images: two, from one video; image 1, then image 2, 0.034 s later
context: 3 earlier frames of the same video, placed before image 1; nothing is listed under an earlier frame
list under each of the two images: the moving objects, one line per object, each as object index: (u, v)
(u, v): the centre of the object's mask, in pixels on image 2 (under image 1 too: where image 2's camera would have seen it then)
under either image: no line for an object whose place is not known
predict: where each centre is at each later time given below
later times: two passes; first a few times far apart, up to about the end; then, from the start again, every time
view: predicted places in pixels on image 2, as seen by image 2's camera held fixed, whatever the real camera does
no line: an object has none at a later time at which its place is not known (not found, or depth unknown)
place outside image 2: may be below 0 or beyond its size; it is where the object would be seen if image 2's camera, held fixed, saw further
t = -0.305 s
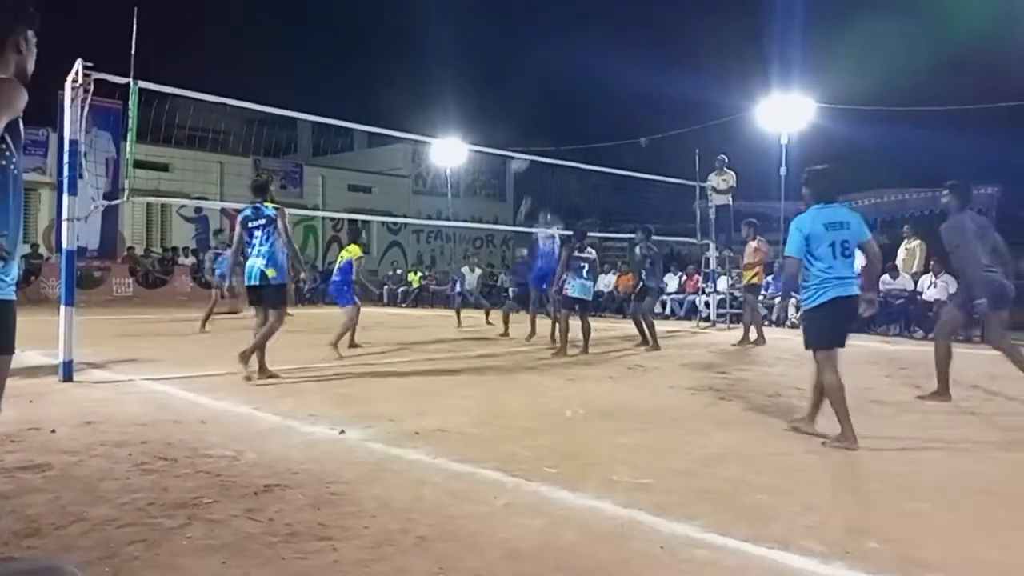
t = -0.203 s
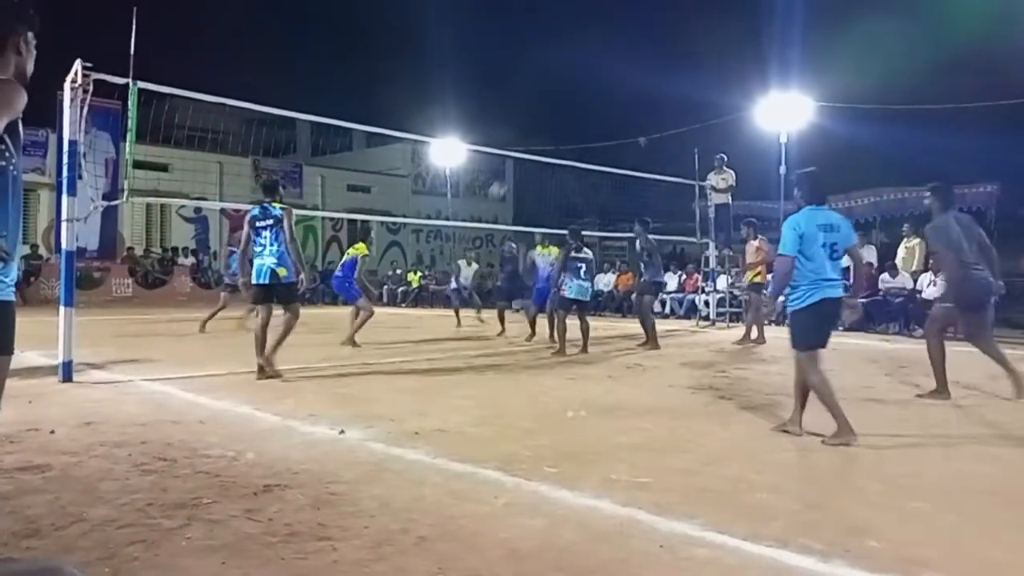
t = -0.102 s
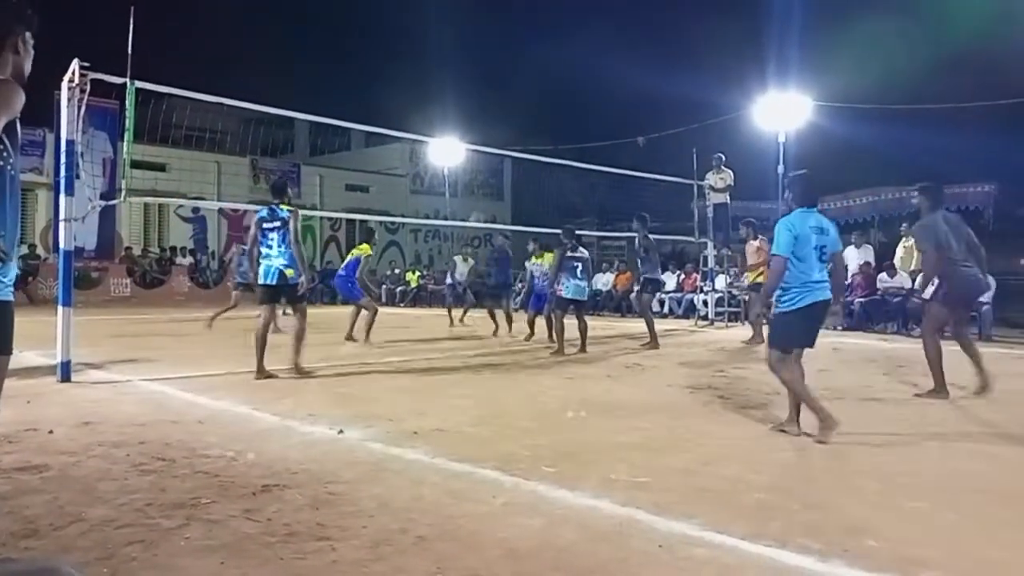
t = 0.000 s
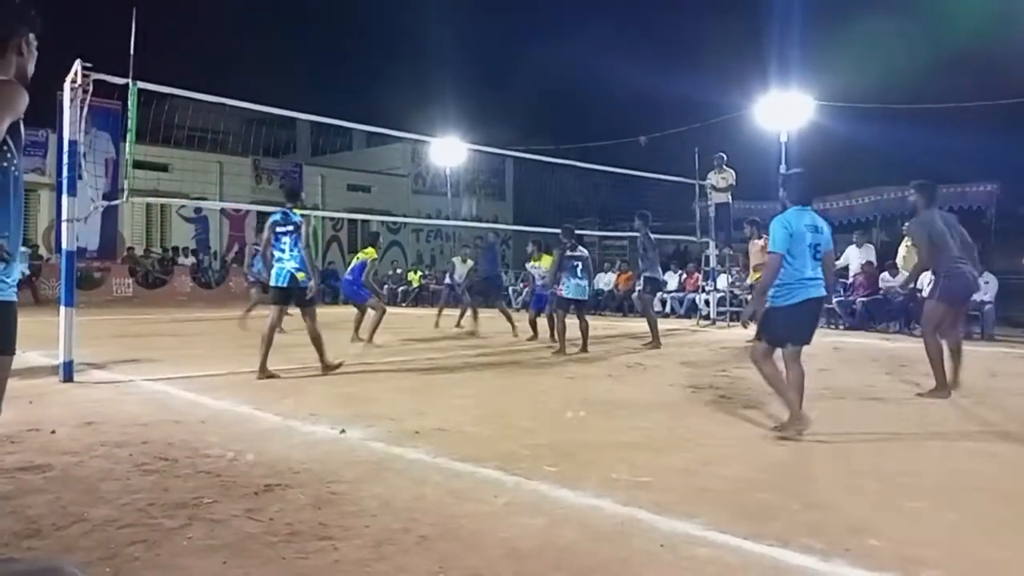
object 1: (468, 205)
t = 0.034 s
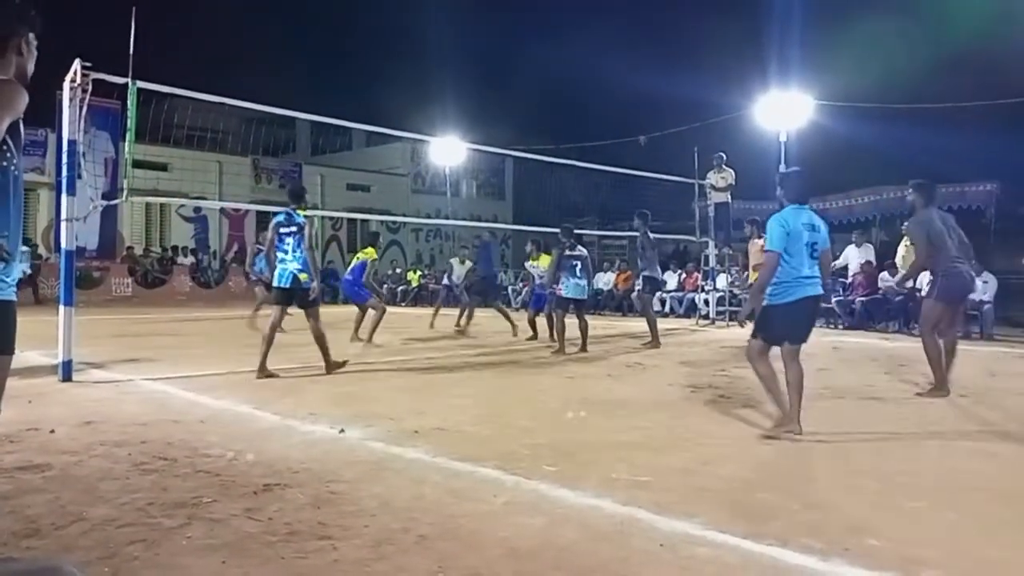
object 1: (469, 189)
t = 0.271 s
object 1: (473, 89)
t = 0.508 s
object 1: (478, 28)
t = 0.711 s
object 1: (483, 5)
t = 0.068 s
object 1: (469, 171)
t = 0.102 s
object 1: (473, 156)
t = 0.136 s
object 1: (471, 137)
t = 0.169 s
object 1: (471, 129)
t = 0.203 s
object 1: (472, 114)
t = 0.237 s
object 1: (472, 102)
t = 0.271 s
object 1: (473, 89)
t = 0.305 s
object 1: (474, 79)
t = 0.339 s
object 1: (474, 68)
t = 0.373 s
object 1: (475, 58)
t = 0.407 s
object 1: (475, 50)
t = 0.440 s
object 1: (476, 41)
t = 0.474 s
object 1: (477, 34)
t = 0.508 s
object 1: (478, 28)
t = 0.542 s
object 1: (479, 22)
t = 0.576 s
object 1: (479, 17)
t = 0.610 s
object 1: (480, 12)
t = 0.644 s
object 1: (481, 9)
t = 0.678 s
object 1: (482, 6)
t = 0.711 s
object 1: (483, 5)
